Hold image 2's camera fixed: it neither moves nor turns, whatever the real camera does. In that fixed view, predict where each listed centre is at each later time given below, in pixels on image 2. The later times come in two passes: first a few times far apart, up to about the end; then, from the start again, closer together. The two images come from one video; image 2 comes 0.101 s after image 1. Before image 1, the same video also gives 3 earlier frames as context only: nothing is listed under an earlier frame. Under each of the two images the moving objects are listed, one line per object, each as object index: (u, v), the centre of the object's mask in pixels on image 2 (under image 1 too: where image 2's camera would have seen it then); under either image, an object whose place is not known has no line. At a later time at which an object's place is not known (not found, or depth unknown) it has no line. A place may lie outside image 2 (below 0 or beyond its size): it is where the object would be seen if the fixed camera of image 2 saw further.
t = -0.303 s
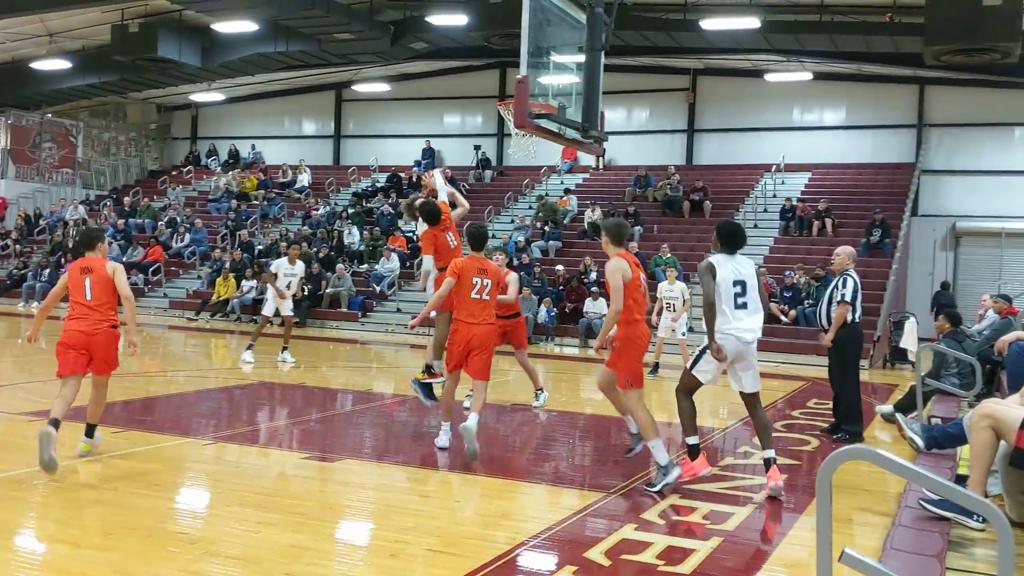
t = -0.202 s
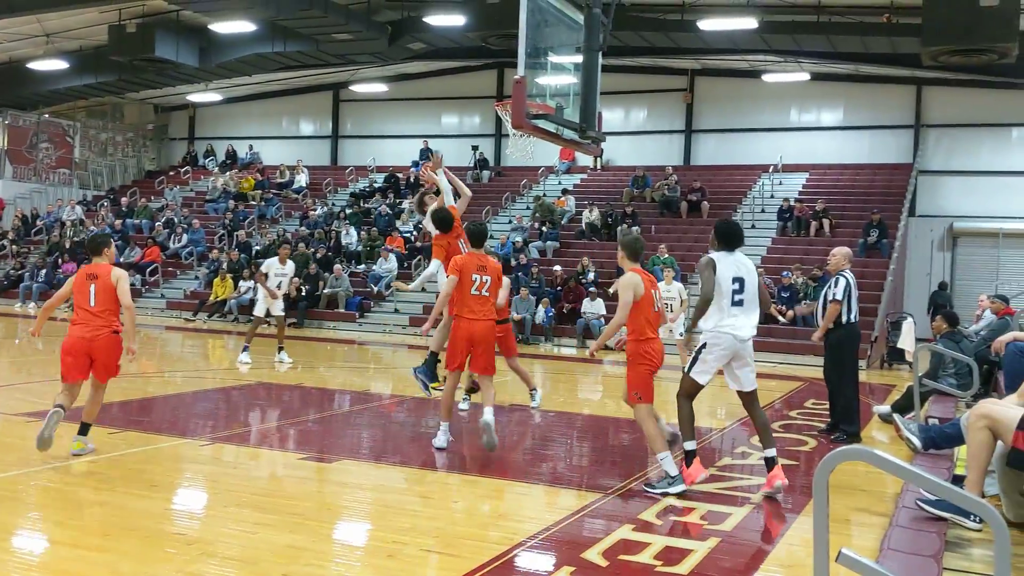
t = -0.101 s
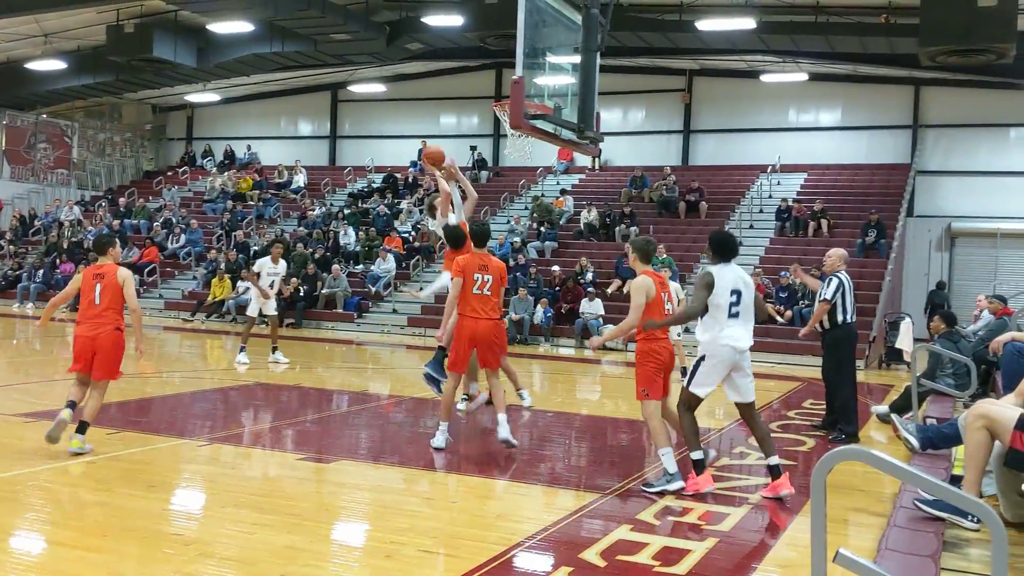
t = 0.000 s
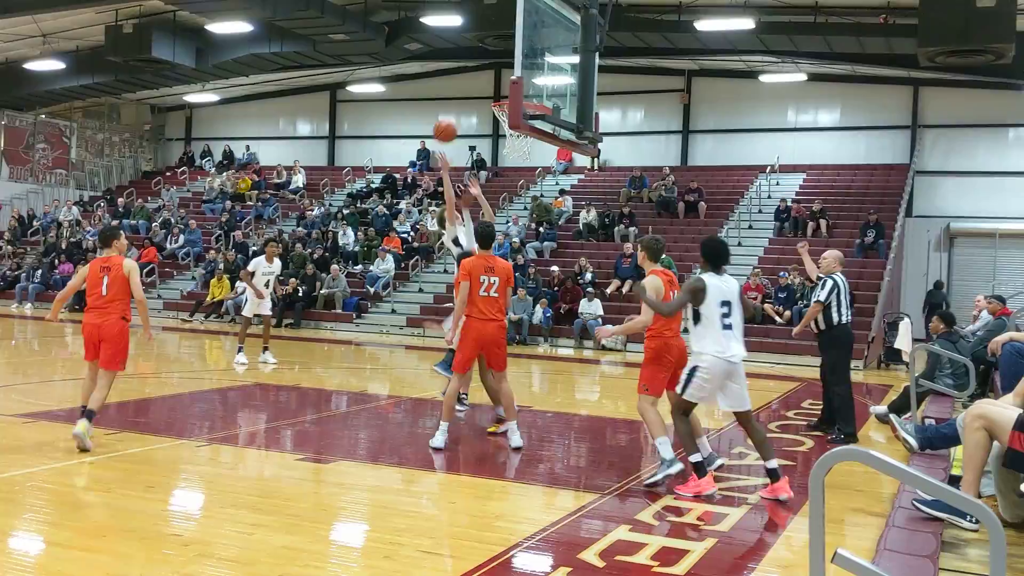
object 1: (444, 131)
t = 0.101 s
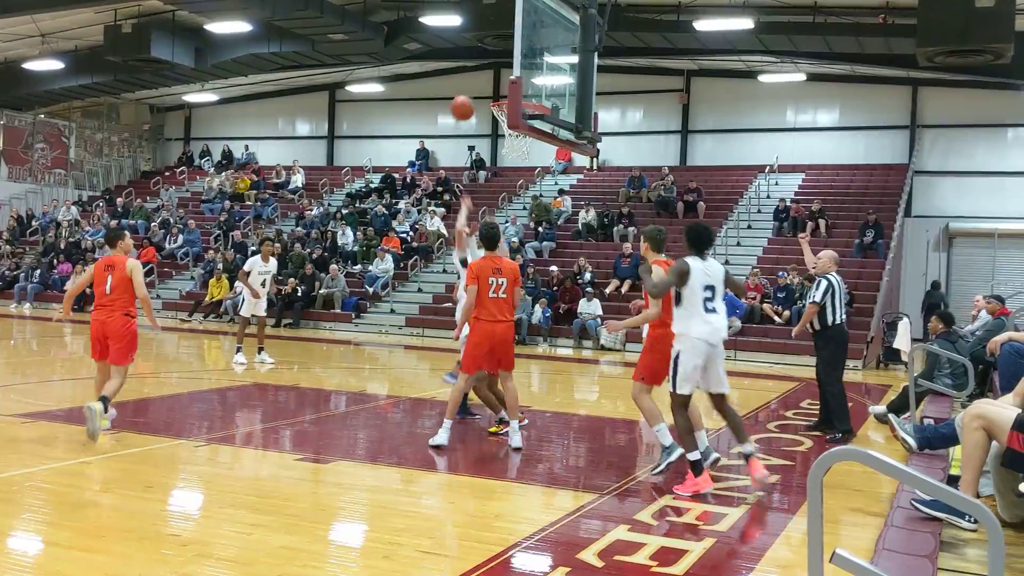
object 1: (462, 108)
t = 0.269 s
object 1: (492, 92)
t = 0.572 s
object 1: (512, 137)
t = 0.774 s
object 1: (499, 164)
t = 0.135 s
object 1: (468, 103)
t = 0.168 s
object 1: (474, 98)
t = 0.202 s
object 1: (480, 95)
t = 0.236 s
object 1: (486, 93)
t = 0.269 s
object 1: (492, 92)
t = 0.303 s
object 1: (497, 91)
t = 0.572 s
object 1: (512, 137)
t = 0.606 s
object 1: (509, 139)
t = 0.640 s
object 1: (507, 141)
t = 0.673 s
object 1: (504, 149)
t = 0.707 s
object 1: (502, 151)
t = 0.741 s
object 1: (500, 157)
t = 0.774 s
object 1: (499, 164)
